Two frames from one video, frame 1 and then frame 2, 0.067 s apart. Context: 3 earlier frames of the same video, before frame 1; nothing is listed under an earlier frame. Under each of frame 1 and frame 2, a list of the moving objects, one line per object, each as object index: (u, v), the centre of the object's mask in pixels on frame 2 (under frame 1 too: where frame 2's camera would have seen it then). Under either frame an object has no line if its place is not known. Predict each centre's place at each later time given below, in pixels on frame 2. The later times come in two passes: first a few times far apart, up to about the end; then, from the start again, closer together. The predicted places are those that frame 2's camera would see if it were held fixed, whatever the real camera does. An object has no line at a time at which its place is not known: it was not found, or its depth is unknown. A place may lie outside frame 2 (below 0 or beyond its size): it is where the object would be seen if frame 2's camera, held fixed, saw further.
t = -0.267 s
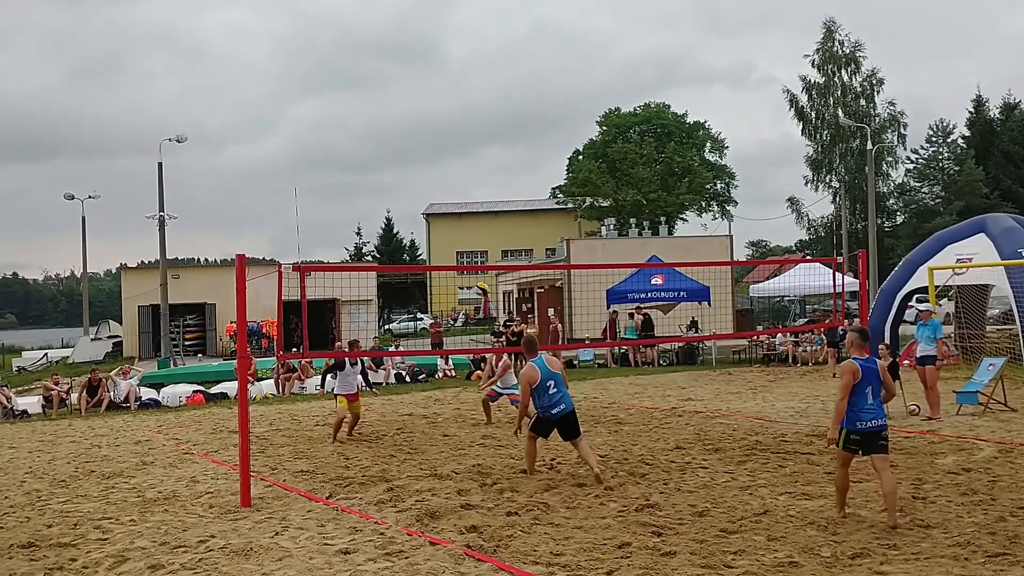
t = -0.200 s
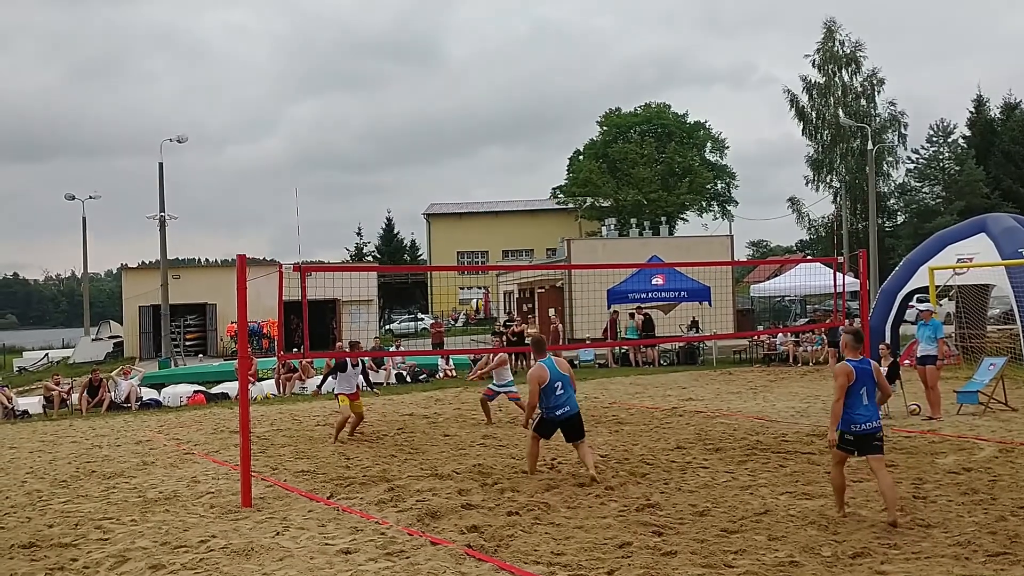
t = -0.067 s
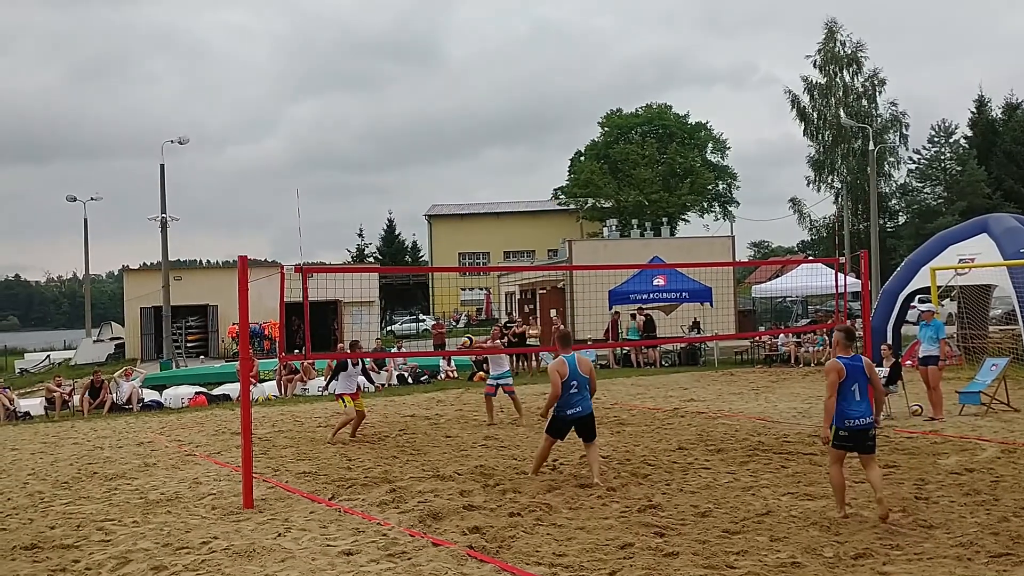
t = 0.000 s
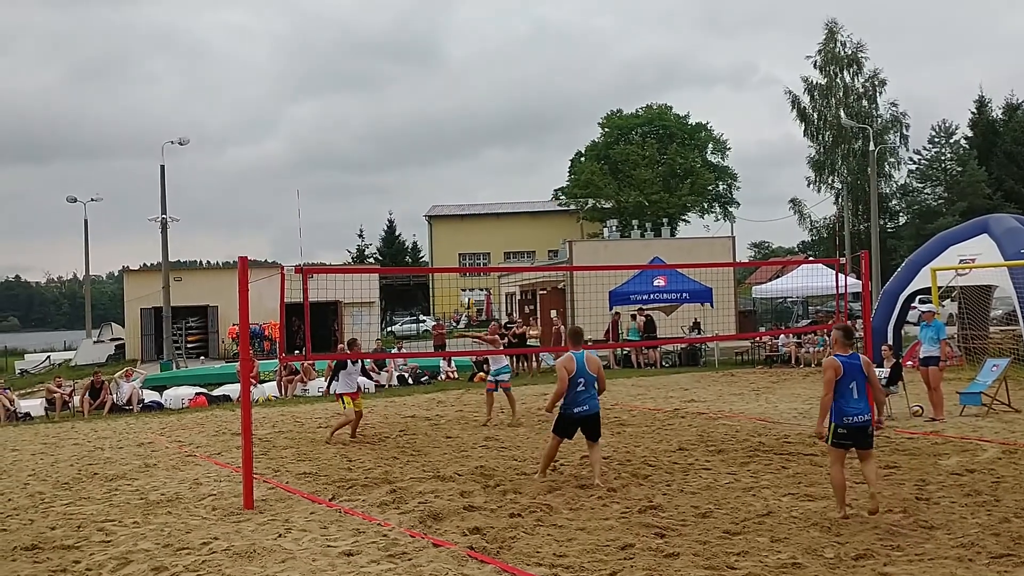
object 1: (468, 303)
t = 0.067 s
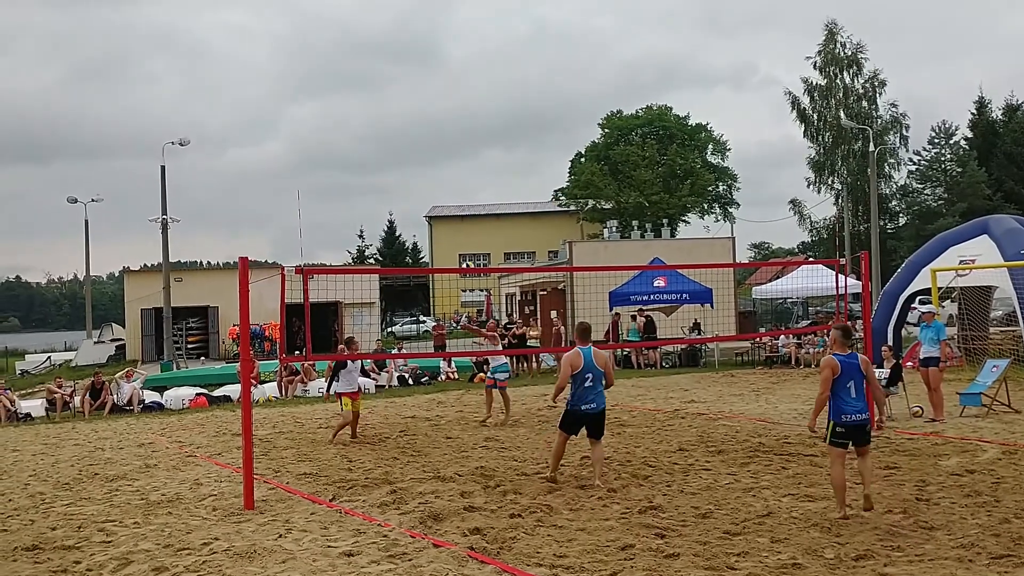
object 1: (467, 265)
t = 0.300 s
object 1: (467, 163)
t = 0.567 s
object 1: (464, 78)
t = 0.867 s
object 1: (462, 33)
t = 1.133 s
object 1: (461, 40)
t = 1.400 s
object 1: (463, 98)
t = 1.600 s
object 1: (466, 175)
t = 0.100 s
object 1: (468, 251)
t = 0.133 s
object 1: (468, 235)
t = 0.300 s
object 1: (467, 163)
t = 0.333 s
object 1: (467, 150)
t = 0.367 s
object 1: (466, 138)
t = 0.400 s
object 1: (466, 126)
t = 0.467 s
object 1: (466, 105)
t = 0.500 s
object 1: (465, 96)
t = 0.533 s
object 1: (465, 87)
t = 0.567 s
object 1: (464, 78)
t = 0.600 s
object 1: (464, 71)
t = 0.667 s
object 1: (464, 57)
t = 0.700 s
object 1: (463, 52)
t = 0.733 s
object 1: (463, 46)
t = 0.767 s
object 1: (463, 42)
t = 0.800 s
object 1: (462, 39)
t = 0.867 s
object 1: (462, 33)
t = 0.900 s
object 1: (462, 31)
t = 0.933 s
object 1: (462, 30)
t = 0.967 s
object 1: (461, 31)
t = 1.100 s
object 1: (461, 37)
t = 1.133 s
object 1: (461, 40)
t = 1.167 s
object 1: (462, 45)
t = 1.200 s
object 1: (462, 51)
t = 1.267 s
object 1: (462, 63)
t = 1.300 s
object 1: (462, 71)
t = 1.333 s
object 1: (462, 79)
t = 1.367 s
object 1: (463, 88)
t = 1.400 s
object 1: (463, 98)
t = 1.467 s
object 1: (464, 121)
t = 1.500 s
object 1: (464, 133)
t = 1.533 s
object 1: (465, 146)
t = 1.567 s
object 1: (466, 160)
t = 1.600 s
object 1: (466, 175)
